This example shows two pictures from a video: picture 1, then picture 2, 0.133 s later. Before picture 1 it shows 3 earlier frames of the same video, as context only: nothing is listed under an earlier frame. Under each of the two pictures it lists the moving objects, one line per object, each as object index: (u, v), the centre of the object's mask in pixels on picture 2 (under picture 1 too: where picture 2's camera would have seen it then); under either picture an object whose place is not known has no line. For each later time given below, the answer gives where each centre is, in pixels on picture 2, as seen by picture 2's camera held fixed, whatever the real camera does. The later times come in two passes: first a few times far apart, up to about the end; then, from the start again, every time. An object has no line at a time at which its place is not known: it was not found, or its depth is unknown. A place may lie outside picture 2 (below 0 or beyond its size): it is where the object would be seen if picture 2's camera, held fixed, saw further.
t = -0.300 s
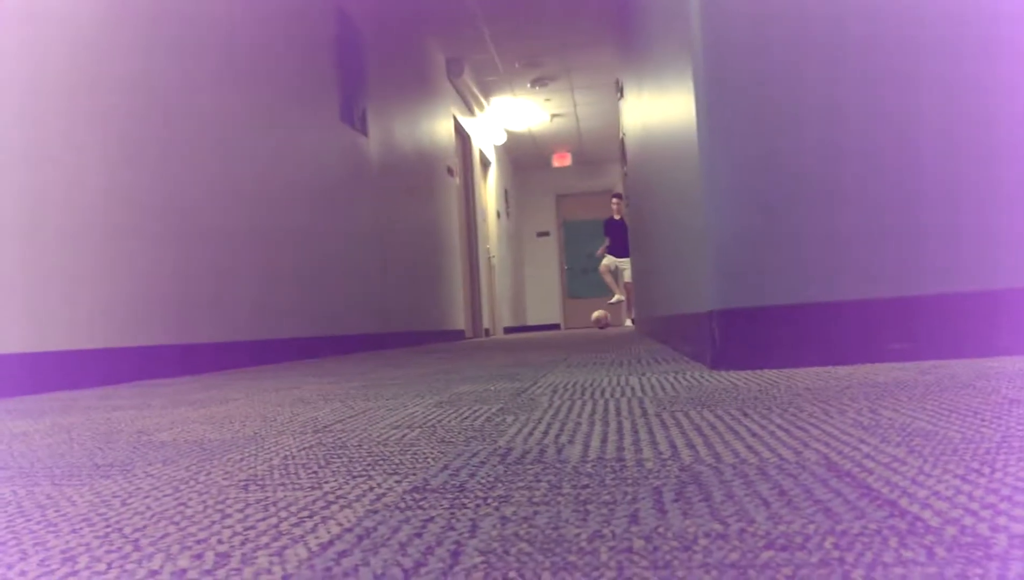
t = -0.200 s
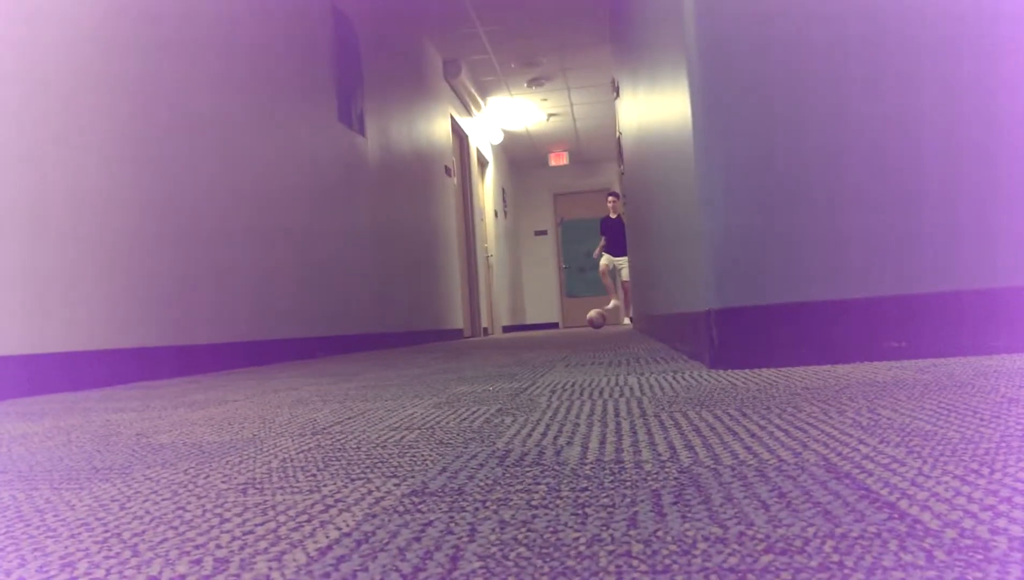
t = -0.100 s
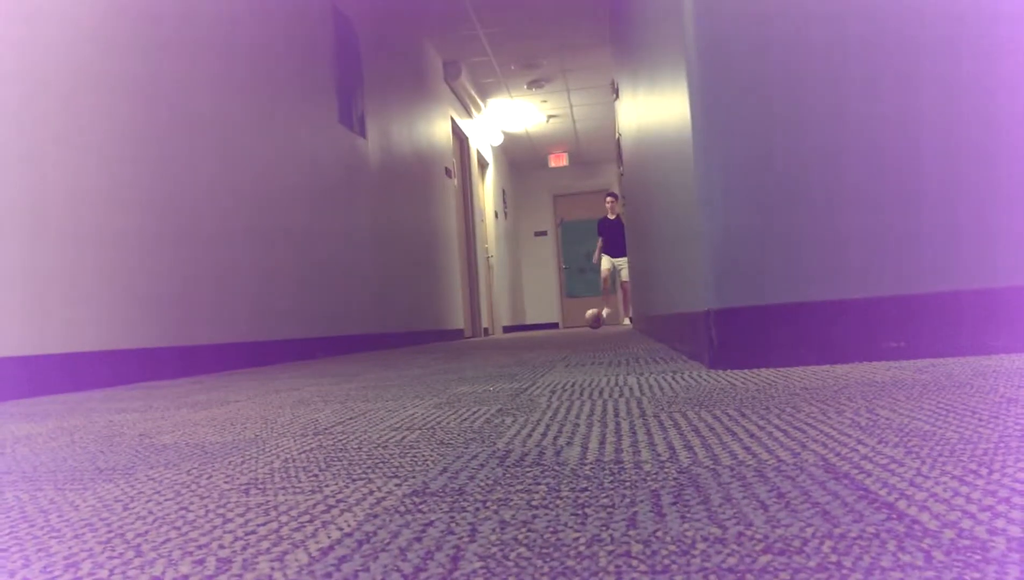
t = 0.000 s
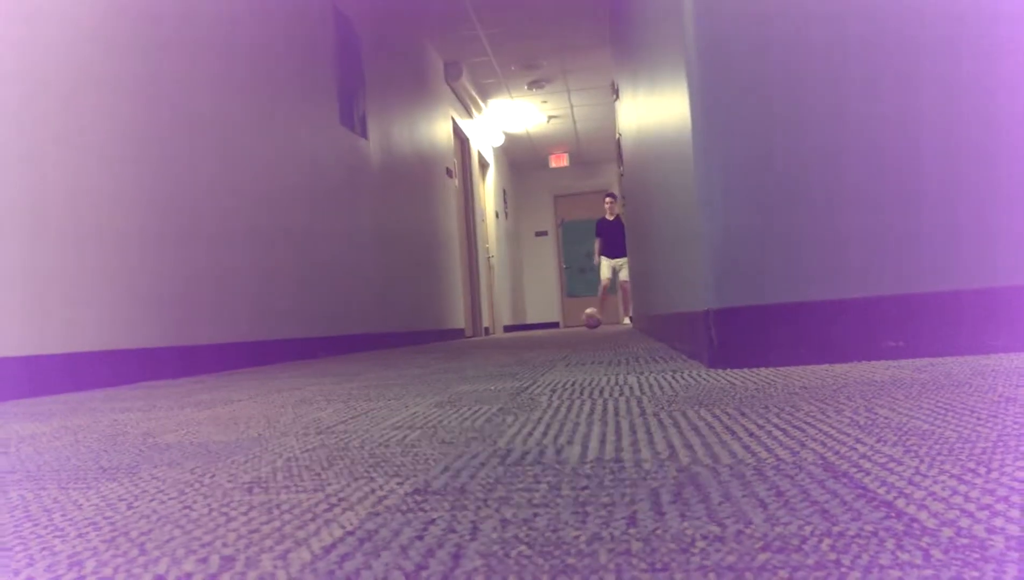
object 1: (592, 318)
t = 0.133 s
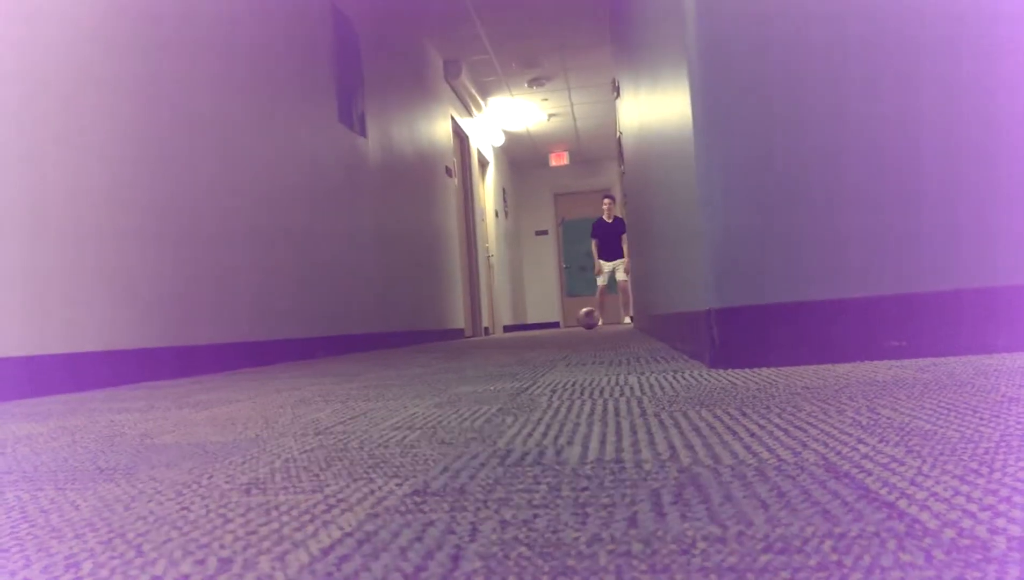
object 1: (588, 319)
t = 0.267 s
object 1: (585, 318)
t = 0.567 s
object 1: (577, 319)
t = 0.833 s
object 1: (569, 320)
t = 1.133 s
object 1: (559, 320)
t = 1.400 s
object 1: (549, 321)
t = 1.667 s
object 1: (539, 322)
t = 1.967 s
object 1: (525, 321)
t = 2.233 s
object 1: (509, 321)
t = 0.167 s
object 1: (588, 318)
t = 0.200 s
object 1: (587, 318)
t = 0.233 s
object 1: (586, 318)
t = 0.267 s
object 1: (585, 318)
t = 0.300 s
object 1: (584, 319)
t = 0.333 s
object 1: (583, 318)
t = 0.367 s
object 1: (583, 319)
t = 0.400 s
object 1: (582, 318)
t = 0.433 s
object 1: (581, 319)
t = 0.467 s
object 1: (580, 319)
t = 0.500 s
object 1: (579, 319)
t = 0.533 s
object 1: (578, 319)
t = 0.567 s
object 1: (577, 319)
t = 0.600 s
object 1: (576, 319)
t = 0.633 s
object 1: (575, 319)
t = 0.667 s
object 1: (573, 320)
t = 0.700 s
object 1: (573, 320)
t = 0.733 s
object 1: (572, 320)
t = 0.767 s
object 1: (570, 320)
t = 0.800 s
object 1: (570, 320)
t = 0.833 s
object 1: (569, 320)
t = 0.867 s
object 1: (568, 320)
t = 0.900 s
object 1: (567, 320)
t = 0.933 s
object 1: (565, 320)
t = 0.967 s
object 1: (564, 320)
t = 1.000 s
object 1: (563, 320)
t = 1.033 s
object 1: (562, 320)
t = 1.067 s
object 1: (561, 320)
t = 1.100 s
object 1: (560, 320)
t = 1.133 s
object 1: (559, 320)
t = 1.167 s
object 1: (558, 320)
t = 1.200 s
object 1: (557, 321)
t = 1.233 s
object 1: (555, 320)
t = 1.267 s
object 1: (554, 321)
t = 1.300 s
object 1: (553, 321)
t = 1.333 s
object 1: (552, 321)
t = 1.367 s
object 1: (551, 321)
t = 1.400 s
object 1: (549, 321)
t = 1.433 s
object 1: (548, 321)
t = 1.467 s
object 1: (547, 321)
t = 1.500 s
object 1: (546, 321)
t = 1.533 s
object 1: (545, 321)
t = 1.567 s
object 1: (544, 321)
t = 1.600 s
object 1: (542, 321)
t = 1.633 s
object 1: (540, 322)
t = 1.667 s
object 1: (539, 322)
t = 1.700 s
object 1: (537, 321)
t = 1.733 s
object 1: (536, 321)
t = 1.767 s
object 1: (535, 322)
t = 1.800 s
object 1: (533, 321)
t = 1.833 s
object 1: (531, 321)
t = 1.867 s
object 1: (529, 321)
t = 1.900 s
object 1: (528, 322)
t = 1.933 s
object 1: (526, 321)
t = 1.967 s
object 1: (525, 321)
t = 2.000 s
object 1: (523, 321)
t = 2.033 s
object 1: (521, 322)
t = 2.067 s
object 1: (520, 321)
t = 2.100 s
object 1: (516, 321)
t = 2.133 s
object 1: (515, 322)
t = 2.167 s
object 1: (513, 320)
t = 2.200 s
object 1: (511, 321)
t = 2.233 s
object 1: (509, 321)
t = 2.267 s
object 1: (505, 320)
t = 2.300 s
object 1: (501, 321)
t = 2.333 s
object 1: (500, 321)
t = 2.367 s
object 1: (497, 320)
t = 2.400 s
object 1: (493, 319)
